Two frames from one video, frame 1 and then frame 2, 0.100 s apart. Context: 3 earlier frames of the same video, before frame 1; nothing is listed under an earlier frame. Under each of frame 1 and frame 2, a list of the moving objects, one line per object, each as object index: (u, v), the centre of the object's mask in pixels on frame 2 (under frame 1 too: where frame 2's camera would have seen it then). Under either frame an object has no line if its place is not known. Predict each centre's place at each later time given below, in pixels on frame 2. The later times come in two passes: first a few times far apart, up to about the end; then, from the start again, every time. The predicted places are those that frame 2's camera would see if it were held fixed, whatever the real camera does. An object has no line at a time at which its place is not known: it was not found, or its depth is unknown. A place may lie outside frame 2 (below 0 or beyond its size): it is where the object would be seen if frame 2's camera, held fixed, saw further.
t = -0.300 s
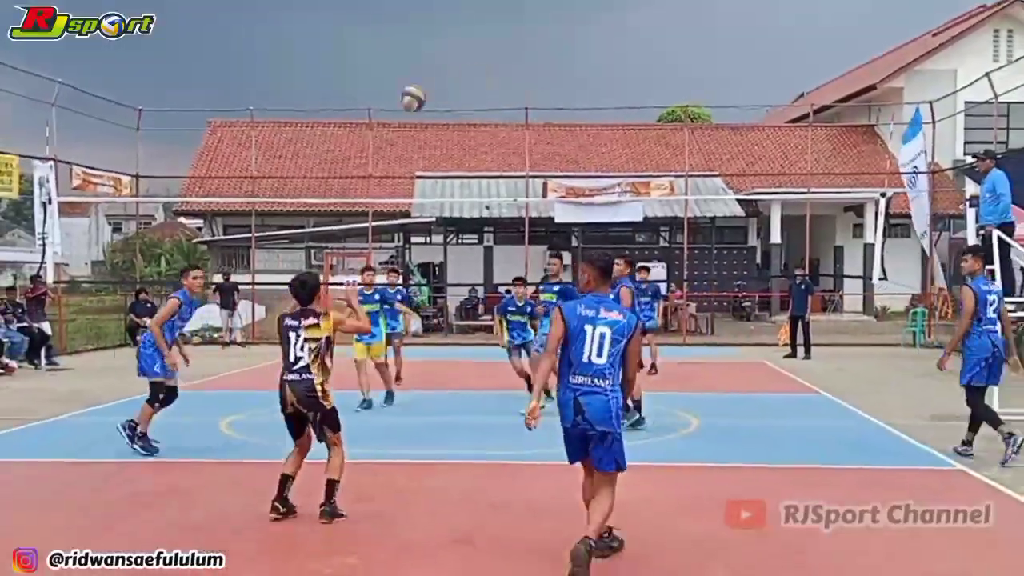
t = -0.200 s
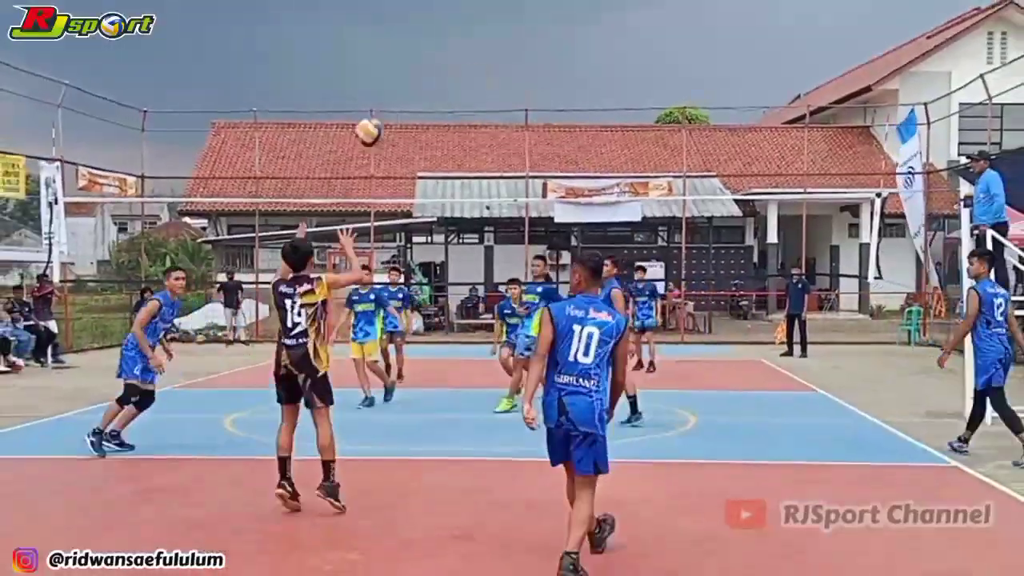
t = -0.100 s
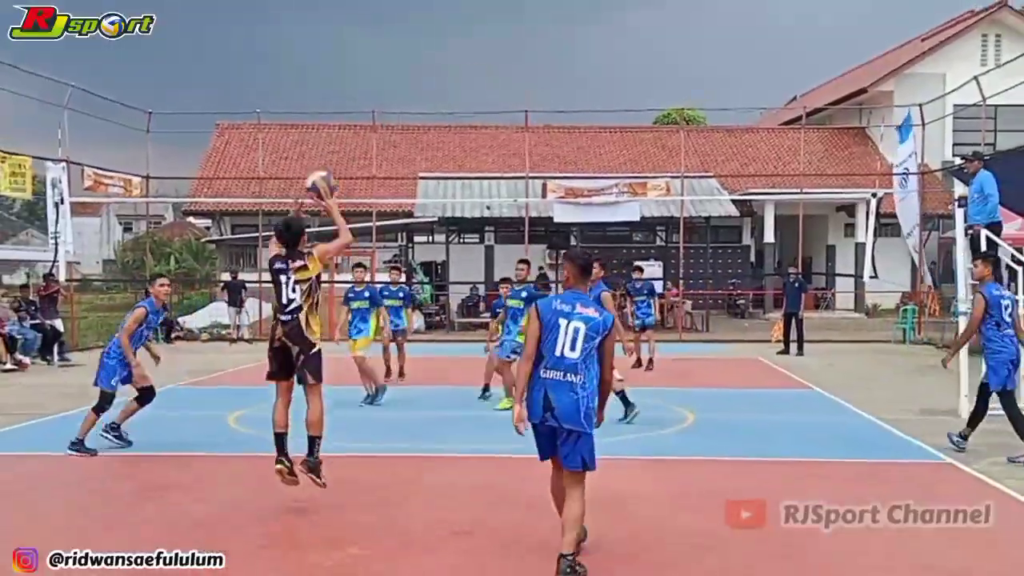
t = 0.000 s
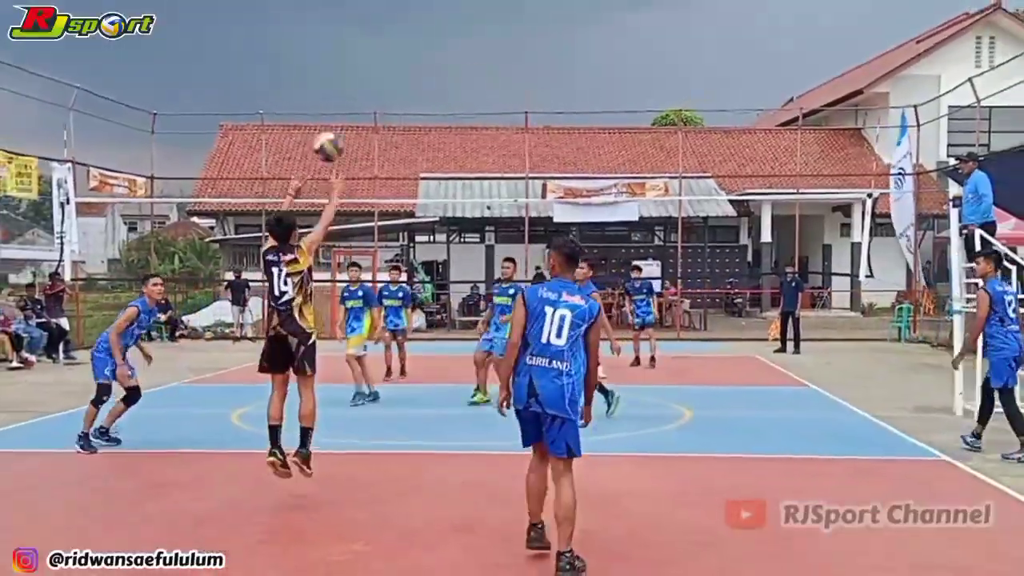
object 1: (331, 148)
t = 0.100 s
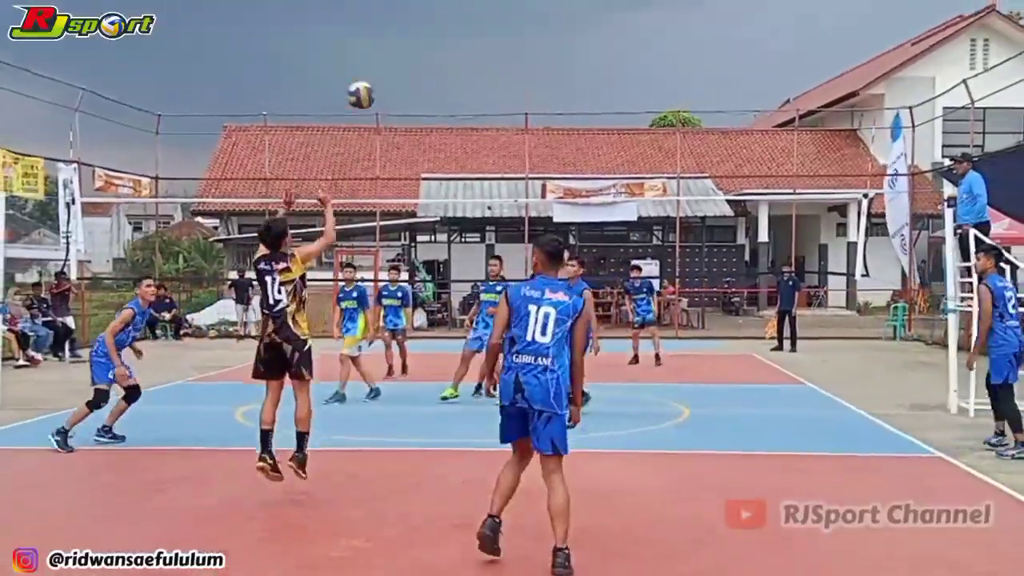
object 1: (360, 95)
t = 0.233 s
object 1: (397, 52)
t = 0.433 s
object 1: (445, 36)
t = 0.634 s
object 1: (484, 65)
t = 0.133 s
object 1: (370, 81)
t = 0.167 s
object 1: (379, 70)
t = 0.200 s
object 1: (389, 60)
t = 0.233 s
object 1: (397, 52)
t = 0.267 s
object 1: (405, 46)
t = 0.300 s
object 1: (414, 41)
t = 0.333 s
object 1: (422, 37)
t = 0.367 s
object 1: (430, 36)
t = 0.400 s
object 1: (437, 35)
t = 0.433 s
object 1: (445, 36)
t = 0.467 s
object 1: (452, 38)
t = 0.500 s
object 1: (459, 41)
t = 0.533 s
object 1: (466, 45)
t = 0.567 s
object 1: (472, 51)
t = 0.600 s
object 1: (478, 58)
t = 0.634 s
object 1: (484, 65)
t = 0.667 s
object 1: (490, 74)
